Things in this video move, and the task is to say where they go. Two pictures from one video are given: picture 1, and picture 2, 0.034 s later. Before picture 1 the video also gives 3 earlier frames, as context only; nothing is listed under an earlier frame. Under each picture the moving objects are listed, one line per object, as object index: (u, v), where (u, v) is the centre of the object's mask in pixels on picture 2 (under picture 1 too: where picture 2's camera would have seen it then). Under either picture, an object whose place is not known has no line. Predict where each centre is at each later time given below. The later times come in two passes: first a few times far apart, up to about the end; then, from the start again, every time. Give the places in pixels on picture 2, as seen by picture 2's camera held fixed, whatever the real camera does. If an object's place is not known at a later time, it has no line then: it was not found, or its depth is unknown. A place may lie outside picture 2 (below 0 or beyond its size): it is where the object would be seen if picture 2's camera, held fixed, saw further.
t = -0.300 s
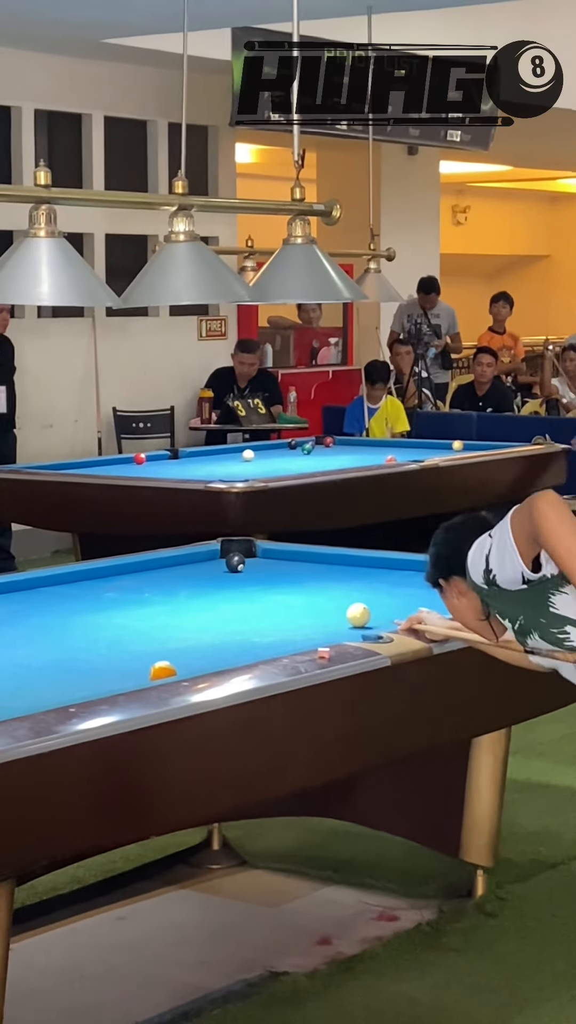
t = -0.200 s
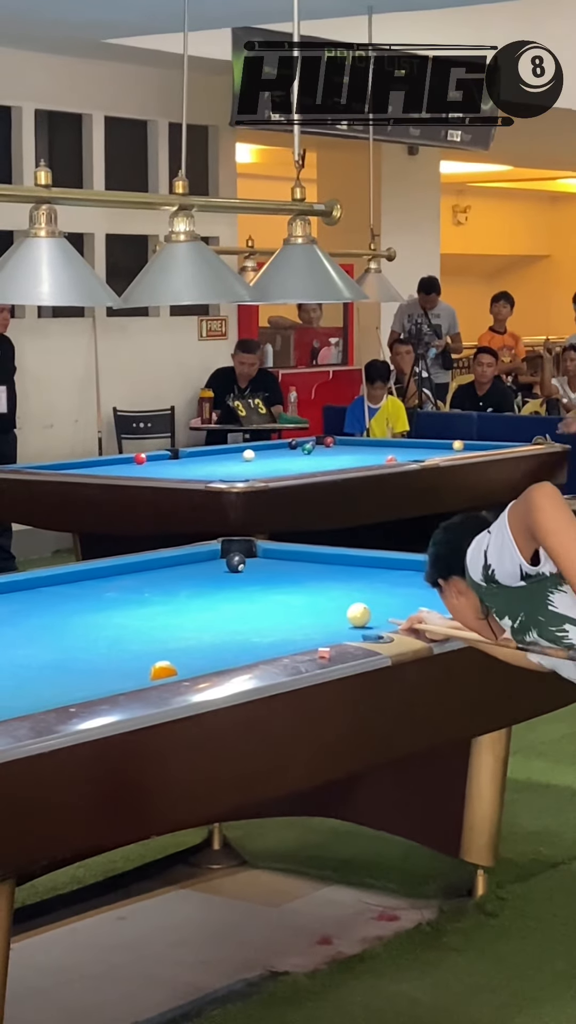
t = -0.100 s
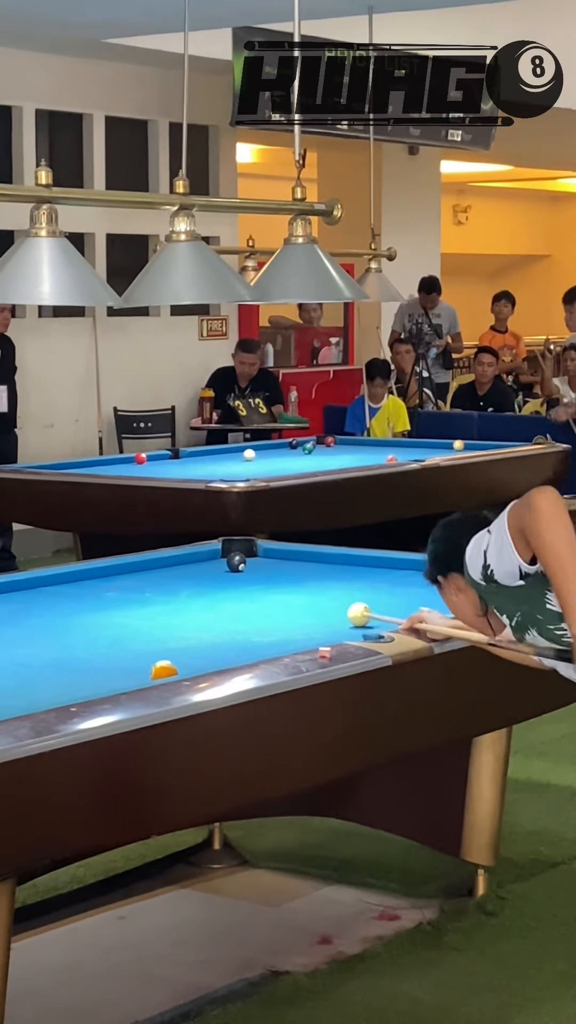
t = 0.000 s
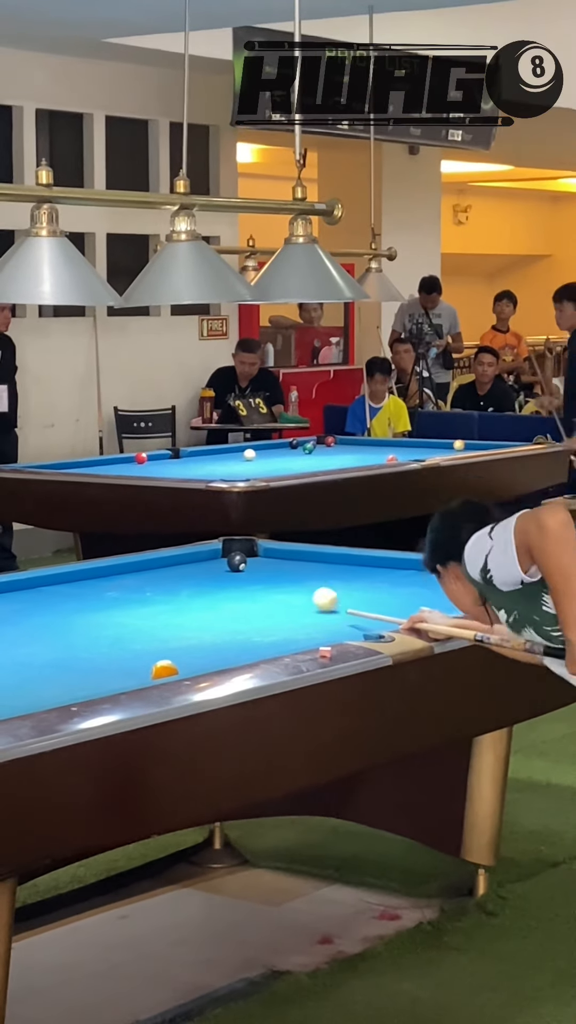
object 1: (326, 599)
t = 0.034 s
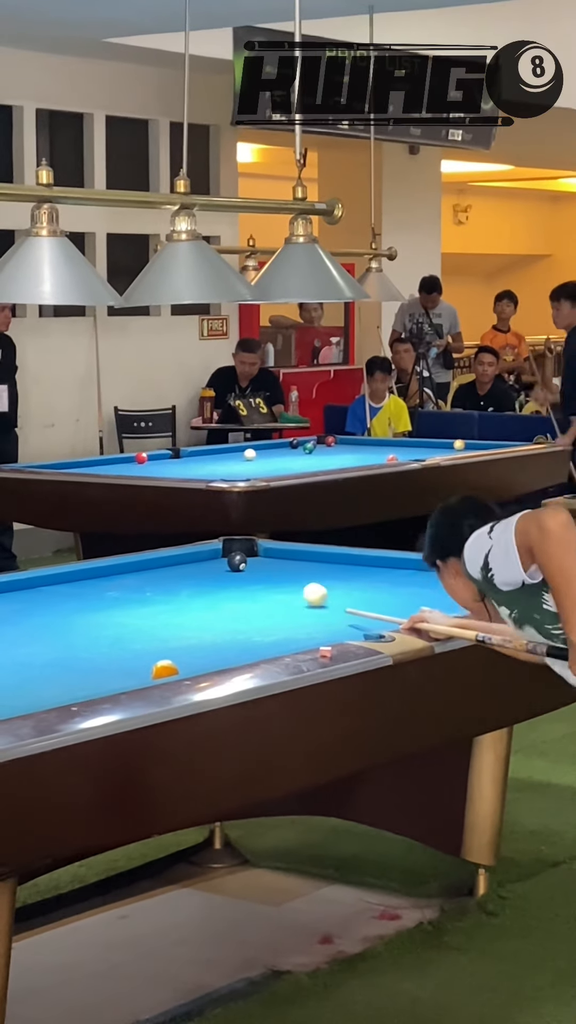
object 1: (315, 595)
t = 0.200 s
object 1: (269, 577)
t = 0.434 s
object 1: (214, 563)
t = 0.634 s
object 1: (169, 560)
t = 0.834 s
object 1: (188, 563)
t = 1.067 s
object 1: (208, 566)
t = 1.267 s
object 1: (225, 569)
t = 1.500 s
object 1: (244, 572)
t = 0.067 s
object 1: (305, 591)
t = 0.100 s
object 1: (295, 587)
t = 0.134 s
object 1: (286, 584)
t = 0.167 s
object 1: (278, 580)
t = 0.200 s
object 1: (269, 577)
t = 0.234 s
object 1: (262, 574)
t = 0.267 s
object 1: (254, 571)
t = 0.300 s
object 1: (246, 567)
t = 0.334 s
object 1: (238, 565)
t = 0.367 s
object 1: (230, 564)
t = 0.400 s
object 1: (222, 564)
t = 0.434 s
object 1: (214, 563)
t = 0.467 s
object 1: (206, 563)
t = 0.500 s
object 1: (198, 562)
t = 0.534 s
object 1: (190, 562)
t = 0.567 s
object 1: (183, 561)
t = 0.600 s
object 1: (175, 560)
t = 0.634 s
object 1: (169, 560)
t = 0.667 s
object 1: (173, 560)
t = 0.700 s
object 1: (176, 561)
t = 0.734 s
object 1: (179, 561)
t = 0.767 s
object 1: (182, 562)
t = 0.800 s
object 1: (185, 562)
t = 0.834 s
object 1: (188, 563)
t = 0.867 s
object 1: (190, 563)
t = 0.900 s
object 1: (193, 564)
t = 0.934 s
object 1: (196, 564)
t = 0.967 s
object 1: (199, 565)
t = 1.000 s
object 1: (202, 565)
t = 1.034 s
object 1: (205, 566)
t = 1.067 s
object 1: (208, 566)
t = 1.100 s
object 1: (211, 567)
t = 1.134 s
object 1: (214, 567)
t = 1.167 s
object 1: (216, 568)
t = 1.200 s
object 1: (219, 568)
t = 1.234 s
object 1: (222, 569)
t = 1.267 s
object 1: (225, 569)
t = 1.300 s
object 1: (228, 570)
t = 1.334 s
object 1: (230, 570)
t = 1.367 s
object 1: (233, 571)
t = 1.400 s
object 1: (236, 571)
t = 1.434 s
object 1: (239, 572)
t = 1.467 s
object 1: (241, 572)
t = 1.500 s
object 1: (244, 572)
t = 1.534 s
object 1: (247, 573)
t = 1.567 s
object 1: (249, 573)
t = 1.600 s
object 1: (252, 574)
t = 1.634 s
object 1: (254, 574)
